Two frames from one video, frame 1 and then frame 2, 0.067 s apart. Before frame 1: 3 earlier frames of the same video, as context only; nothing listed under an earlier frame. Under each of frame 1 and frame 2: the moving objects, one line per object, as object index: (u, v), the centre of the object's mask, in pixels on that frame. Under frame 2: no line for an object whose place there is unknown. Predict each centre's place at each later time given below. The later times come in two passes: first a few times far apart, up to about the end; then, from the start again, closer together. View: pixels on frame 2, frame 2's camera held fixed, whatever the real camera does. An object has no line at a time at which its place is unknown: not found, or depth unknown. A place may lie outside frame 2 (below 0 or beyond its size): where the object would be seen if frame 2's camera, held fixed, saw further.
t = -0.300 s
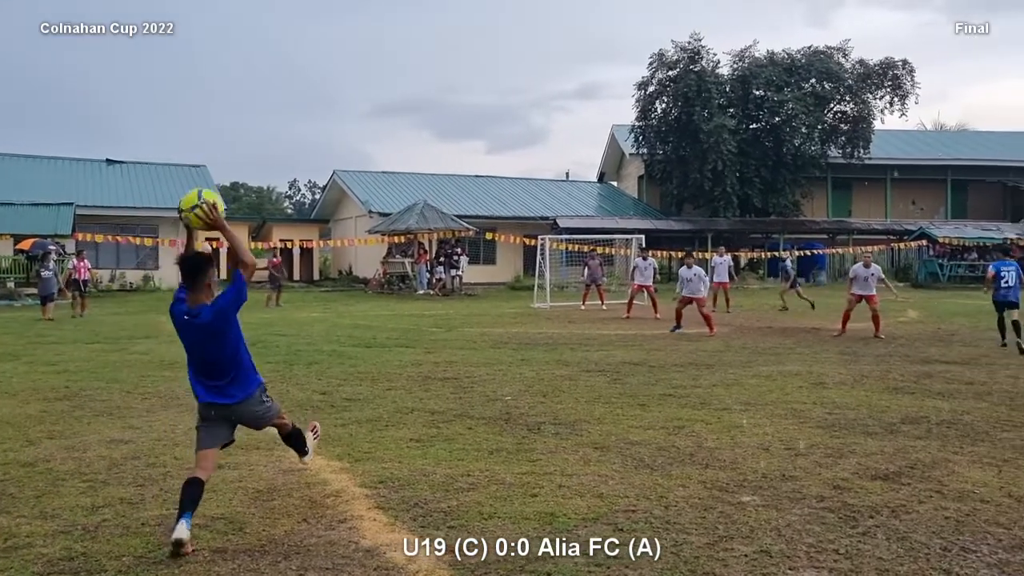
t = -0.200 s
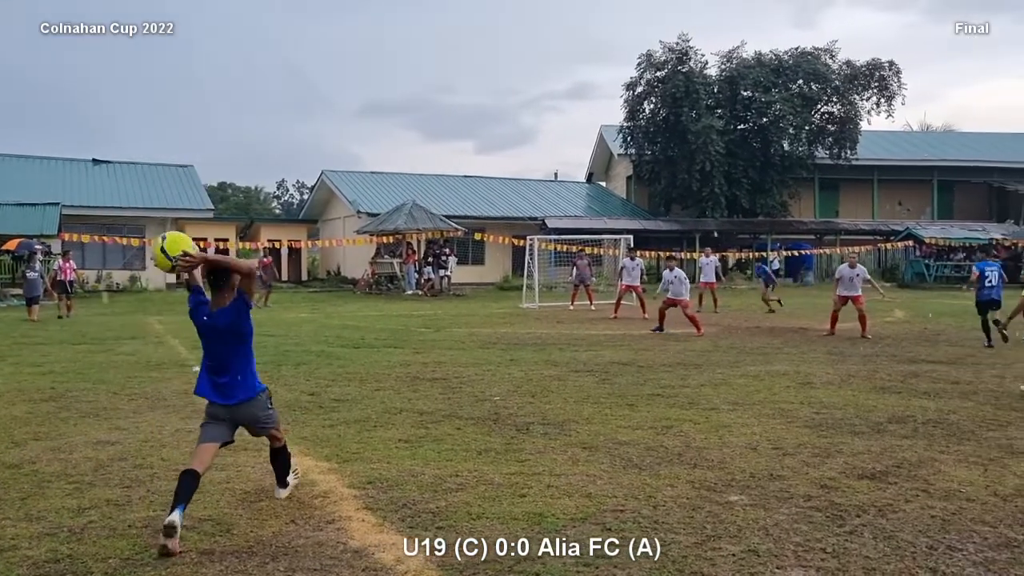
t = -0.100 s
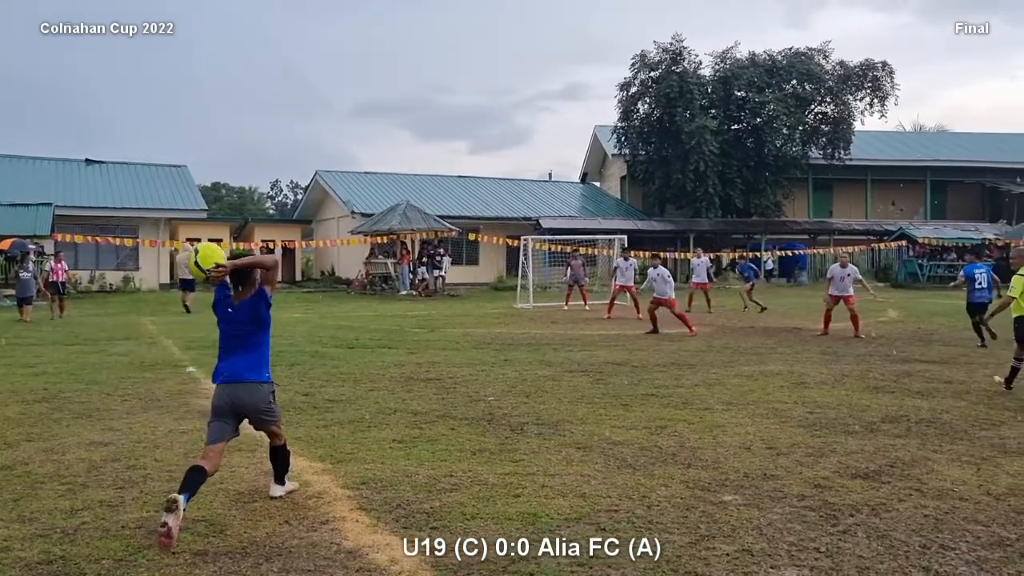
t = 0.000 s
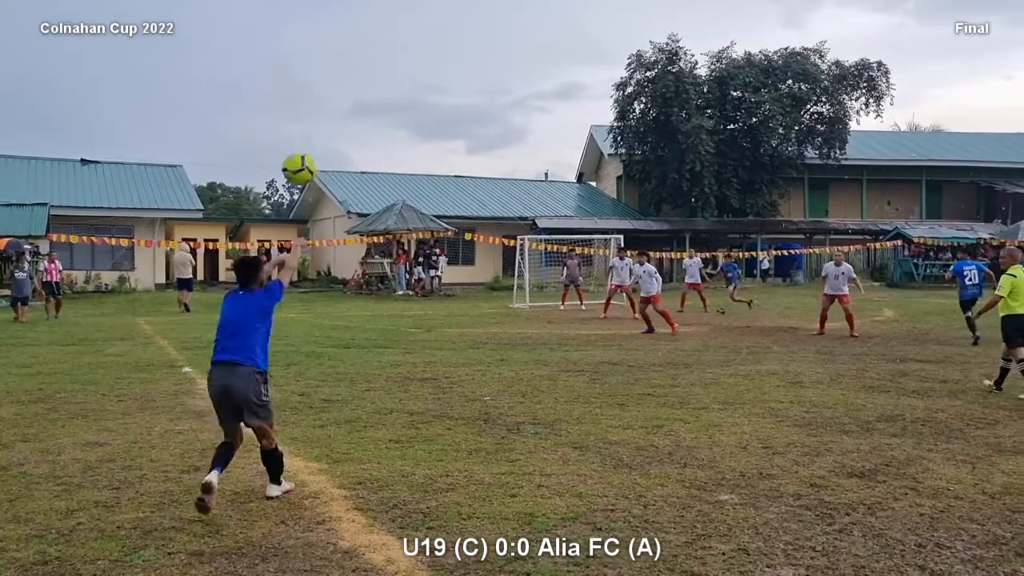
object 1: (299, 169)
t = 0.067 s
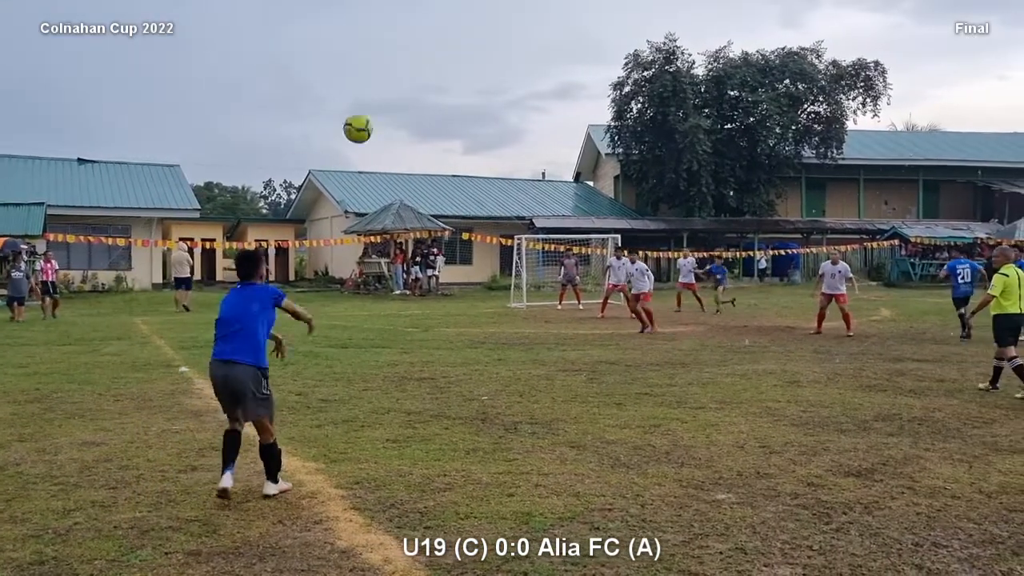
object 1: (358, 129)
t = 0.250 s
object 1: (466, 87)
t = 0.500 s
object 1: (540, 100)
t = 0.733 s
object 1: (576, 141)
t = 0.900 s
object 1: (593, 176)
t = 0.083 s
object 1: (370, 122)
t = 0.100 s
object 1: (383, 115)
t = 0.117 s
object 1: (394, 110)
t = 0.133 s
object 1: (405, 105)
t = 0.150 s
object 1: (415, 101)
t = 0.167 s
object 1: (425, 97)
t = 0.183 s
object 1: (434, 94)
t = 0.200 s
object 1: (443, 92)
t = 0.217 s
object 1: (451, 89)
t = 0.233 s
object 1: (459, 88)
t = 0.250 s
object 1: (466, 87)
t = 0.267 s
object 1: (473, 86)
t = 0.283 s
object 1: (479, 85)
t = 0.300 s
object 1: (485, 85)
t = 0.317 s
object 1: (491, 85)
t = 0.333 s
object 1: (497, 86)
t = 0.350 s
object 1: (502, 86)
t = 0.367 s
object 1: (507, 87)
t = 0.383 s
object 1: (512, 88)
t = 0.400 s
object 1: (517, 89)
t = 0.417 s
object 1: (521, 91)
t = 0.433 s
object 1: (526, 92)
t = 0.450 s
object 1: (529, 94)
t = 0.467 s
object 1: (533, 96)
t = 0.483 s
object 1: (537, 98)
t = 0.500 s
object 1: (540, 100)
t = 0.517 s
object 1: (544, 102)
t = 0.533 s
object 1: (546, 105)
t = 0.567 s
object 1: (552, 110)
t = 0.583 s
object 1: (555, 113)
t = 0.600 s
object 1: (558, 116)
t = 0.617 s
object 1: (560, 119)
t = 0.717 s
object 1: (574, 137)
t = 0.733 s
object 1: (576, 141)
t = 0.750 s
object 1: (577, 144)
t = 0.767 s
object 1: (580, 148)
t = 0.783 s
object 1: (581, 150)
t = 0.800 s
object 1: (583, 154)
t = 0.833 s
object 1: (587, 162)
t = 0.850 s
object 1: (589, 165)
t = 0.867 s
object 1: (591, 169)
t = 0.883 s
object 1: (593, 173)
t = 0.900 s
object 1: (593, 176)
